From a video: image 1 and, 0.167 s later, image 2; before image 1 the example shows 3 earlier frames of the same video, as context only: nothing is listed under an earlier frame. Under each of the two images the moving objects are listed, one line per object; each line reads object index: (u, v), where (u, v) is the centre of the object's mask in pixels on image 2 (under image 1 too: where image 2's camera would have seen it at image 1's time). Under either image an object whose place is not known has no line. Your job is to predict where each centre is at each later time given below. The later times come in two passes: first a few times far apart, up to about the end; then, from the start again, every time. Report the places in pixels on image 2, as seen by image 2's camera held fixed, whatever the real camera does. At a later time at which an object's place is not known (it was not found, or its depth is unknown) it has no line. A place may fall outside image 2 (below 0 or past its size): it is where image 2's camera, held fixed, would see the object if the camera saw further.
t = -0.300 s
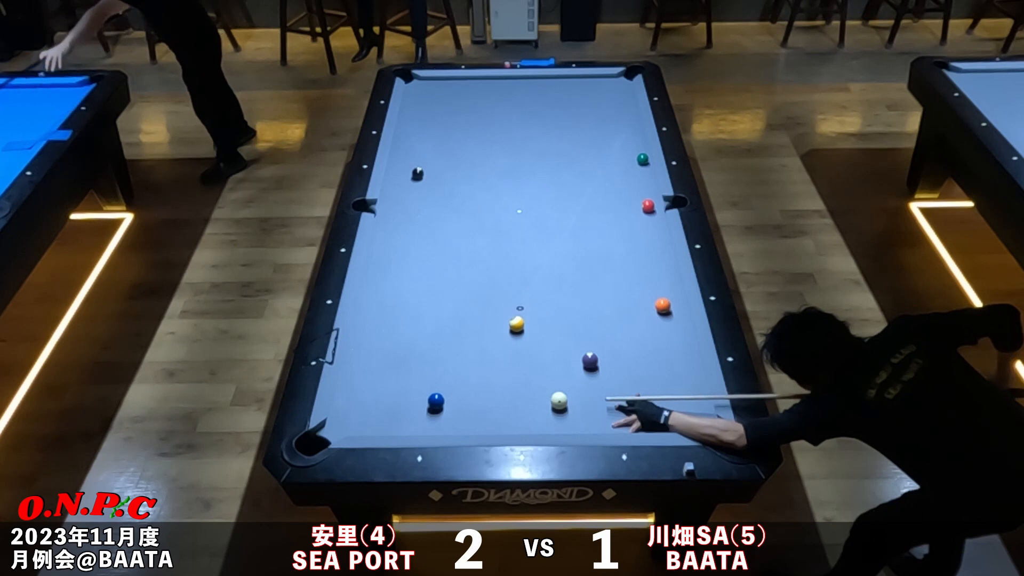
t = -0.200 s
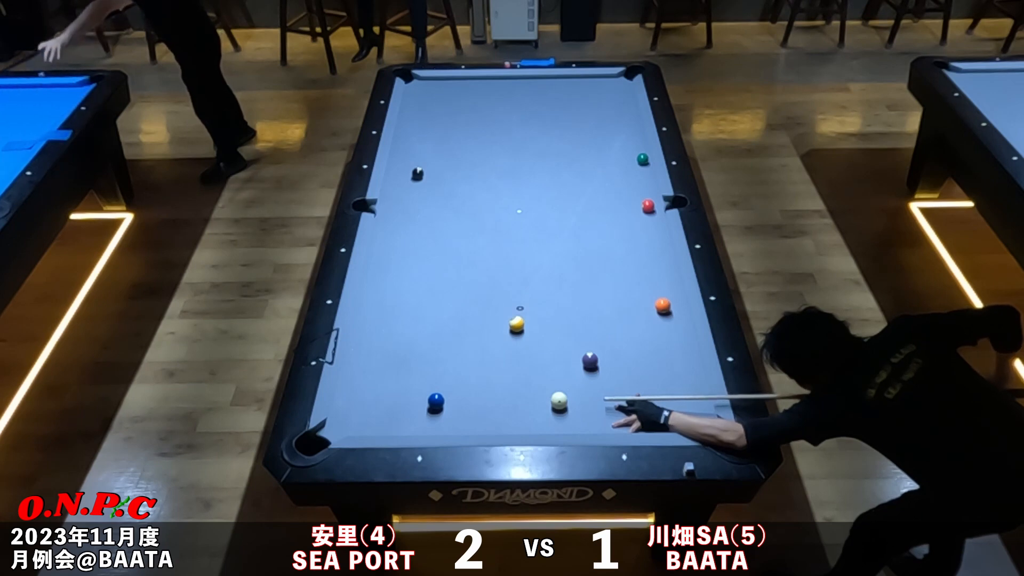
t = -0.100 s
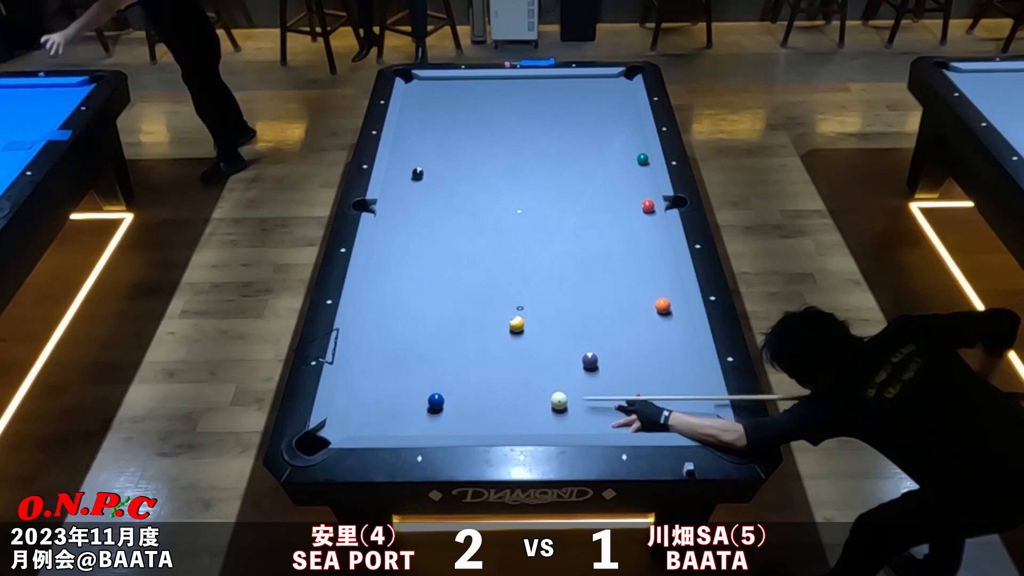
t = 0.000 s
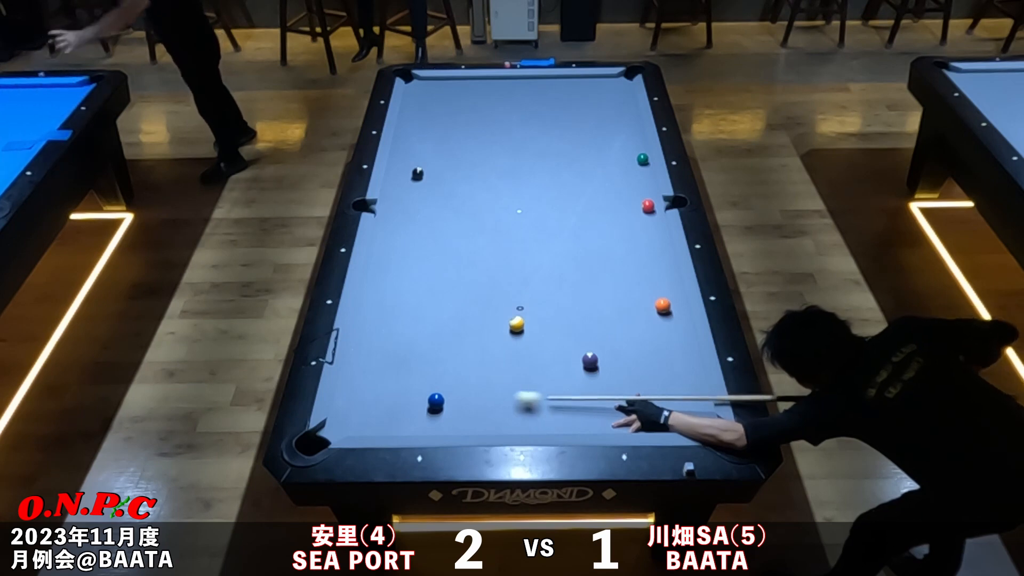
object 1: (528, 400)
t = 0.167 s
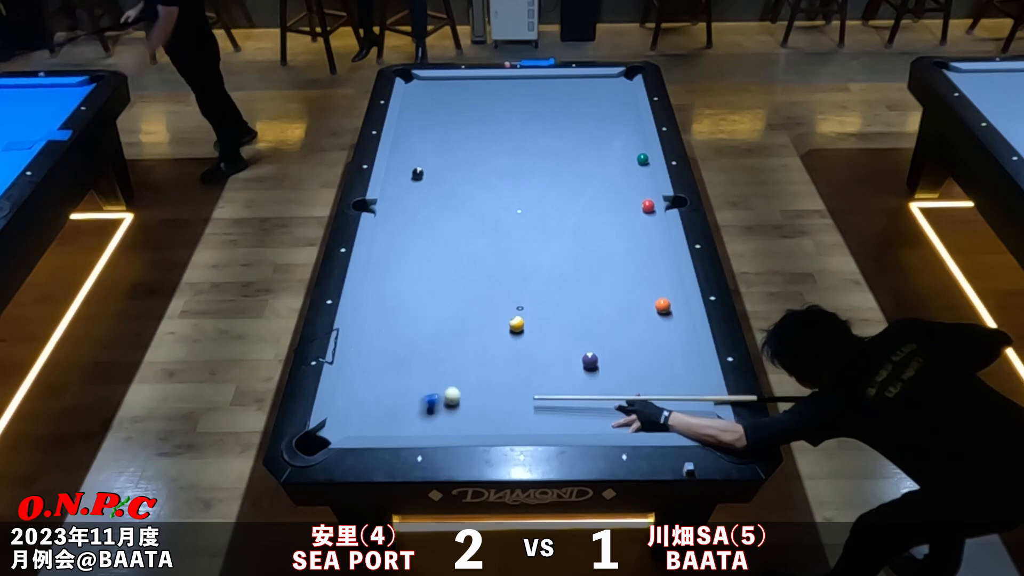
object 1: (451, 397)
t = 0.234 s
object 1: (447, 390)
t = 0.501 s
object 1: (413, 368)
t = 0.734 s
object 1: (385, 350)
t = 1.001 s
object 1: (356, 332)
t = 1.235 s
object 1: (373, 317)
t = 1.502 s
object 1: (394, 301)
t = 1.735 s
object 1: (410, 289)
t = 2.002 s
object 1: (426, 276)
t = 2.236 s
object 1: (440, 266)
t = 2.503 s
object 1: (453, 255)
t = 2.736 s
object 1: (464, 247)
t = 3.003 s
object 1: (475, 238)
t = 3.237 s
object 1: (483, 232)
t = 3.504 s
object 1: (492, 225)
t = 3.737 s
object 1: (499, 220)
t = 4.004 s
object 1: (506, 215)
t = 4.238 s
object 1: (511, 212)
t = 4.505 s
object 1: (516, 208)
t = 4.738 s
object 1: (519, 205)
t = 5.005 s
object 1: (522, 202)
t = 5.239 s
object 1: (524, 201)
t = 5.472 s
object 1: (526, 200)
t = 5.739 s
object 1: (526, 199)
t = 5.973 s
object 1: (526, 199)
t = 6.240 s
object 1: (526, 199)
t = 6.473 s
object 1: (526, 199)
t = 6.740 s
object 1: (526, 199)
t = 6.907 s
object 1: (526, 199)
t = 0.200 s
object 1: (450, 394)
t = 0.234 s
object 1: (447, 390)
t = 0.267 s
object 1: (443, 387)
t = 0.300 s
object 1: (439, 384)
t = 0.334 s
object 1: (434, 381)
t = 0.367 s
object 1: (430, 379)
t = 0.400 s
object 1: (426, 376)
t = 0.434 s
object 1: (421, 373)
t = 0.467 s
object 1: (417, 370)
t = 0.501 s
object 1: (413, 368)
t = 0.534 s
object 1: (409, 365)
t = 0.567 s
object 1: (405, 363)
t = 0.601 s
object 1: (401, 360)
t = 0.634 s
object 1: (397, 358)
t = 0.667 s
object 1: (393, 355)
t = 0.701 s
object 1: (389, 353)
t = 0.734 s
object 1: (385, 350)
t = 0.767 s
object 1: (381, 348)
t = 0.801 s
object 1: (377, 345)
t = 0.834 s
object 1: (374, 343)
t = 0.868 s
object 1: (370, 341)
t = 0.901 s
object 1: (367, 338)
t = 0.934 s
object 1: (363, 336)
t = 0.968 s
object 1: (360, 334)
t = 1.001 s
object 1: (356, 332)
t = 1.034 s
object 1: (357, 330)
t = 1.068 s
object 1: (360, 327)
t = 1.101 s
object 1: (362, 325)
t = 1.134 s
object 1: (365, 323)
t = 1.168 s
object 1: (368, 321)
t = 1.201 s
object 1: (371, 319)
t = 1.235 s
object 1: (373, 317)
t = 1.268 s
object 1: (376, 314)
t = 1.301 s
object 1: (379, 312)
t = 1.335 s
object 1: (381, 311)
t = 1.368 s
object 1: (384, 308)
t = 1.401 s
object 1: (386, 307)
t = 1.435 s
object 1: (389, 304)
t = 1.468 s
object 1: (391, 303)
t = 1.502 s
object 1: (394, 301)
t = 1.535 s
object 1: (396, 299)
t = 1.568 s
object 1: (398, 297)
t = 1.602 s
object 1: (401, 296)
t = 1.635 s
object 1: (403, 294)
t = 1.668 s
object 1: (405, 292)
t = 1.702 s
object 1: (408, 290)
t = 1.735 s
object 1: (410, 289)
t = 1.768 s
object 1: (412, 287)
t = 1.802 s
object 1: (414, 285)
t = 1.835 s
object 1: (416, 284)
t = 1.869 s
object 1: (419, 282)
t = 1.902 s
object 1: (420, 281)
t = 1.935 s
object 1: (423, 279)
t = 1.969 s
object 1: (425, 277)
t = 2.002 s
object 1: (426, 276)
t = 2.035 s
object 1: (428, 274)
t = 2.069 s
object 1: (430, 273)
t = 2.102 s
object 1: (432, 271)
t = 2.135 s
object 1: (434, 270)
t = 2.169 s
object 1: (436, 268)
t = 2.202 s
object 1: (438, 267)
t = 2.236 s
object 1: (440, 266)
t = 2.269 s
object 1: (441, 264)
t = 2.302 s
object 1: (443, 263)
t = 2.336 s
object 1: (445, 262)
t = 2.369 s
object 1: (447, 260)
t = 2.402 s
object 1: (448, 259)
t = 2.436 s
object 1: (450, 258)
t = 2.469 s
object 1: (452, 256)
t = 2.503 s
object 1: (453, 255)
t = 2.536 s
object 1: (455, 254)
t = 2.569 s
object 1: (456, 253)
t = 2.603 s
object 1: (458, 251)
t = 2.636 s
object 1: (459, 250)
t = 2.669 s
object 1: (461, 249)
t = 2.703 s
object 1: (462, 248)
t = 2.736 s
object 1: (464, 247)
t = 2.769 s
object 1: (465, 246)
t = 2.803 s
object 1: (467, 245)
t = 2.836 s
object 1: (468, 244)
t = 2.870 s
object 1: (469, 243)
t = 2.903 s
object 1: (471, 241)
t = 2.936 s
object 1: (472, 240)
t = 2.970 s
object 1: (473, 239)
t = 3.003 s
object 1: (475, 238)
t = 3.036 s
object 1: (476, 237)
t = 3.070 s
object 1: (477, 236)
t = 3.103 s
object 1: (479, 236)
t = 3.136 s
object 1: (480, 234)
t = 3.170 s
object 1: (481, 234)
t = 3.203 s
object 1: (482, 233)
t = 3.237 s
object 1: (483, 232)
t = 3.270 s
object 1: (484, 231)
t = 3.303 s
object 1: (486, 230)
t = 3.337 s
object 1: (487, 229)
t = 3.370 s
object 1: (488, 228)
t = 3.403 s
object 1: (489, 227)
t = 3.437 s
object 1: (490, 227)
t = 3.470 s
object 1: (491, 226)
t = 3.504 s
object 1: (492, 225)
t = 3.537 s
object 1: (493, 224)
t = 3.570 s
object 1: (494, 224)
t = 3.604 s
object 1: (495, 223)
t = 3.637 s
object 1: (496, 222)
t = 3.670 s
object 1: (497, 221)
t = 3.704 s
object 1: (498, 221)
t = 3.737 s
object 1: (499, 220)
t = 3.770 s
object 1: (500, 220)
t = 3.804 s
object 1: (501, 219)
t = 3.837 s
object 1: (502, 218)
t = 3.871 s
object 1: (503, 218)
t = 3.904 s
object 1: (503, 217)
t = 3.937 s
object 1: (504, 216)
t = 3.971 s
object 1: (505, 216)
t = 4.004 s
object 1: (506, 215)
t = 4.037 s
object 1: (507, 215)
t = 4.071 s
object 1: (507, 214)
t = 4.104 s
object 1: (508, 213)
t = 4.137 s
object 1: (509, 213)
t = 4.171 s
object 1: (510, 213)
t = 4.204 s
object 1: (510, 212)
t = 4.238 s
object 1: (511, 212)
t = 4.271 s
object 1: (512, 211)
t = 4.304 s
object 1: (512, 210)
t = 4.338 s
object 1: (513, 210)
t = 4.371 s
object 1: (514, 209)
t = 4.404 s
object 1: (514, 209)
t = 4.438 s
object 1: (515, 209)
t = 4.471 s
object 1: (516, 208)
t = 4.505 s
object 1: (516, 208)
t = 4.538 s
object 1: (517, 207)
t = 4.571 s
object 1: (517, 207)
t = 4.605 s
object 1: (518, 206)
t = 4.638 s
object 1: (518, 206)
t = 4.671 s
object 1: (519, 206)
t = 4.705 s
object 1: (519, 205)
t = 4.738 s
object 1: (519, 205)
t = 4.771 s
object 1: (520, 204)
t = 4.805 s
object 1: (520, 204)
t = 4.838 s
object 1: (521, 204)
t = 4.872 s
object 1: (521, 203)
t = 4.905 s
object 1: (521, 203)
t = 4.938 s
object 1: (522, 203)
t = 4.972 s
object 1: (522, 202)
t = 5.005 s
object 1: (522, 202)
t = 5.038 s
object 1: (523, 202)
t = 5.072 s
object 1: (523, 202)
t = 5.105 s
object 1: (523, 202)
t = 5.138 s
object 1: (524, 201)
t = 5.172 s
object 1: (524, 201)
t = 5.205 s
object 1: (524, 201)
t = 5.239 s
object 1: (524, 201)
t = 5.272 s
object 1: (525, 201)
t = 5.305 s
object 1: (525, 200)
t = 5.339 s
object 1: (525, 200)
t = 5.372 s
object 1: (525, 200)
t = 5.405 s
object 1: (525, 200)
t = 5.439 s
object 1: (526, 200)
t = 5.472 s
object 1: (526, 200)
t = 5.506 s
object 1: (526, 200)
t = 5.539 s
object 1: (526, 200)
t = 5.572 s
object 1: (526, 199)
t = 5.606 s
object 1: (526, 199)
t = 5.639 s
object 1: (526, 199)
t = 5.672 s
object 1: (526, 199)
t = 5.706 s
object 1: (526, 199)
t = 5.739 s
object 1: (526, 199)
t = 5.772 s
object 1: (527, 199)
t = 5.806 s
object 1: (527, 199)
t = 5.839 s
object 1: (527, 199)
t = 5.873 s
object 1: (527, 199)
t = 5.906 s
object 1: (527, 199)
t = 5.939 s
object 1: (526, 199)
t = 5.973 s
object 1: (526, 199)
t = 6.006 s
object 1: (526, 199)
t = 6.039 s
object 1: (526, 199)
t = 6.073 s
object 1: (526, 199)
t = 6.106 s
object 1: (526, 199)
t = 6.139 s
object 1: (526, 199)
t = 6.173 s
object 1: (526, 199)
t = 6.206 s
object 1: (526, 199)
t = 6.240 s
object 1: (526, 199)
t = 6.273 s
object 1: (526, 199)
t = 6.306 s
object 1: (526, 199)
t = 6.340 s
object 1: (526, 199)
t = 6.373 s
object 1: (526, 199)
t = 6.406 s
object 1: (526, 199)
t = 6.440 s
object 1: (526, 199)
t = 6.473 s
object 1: (526, 199)
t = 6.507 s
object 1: (526, 199)
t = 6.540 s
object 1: (526, 199)
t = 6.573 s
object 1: (526, 199)
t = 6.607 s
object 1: (526, 199)
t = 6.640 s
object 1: (526, 199)
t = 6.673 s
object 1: (526, 199)
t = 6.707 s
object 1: (526, 199)
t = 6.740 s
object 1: (526, 199)
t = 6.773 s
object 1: (526, 199)
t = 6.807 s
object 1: (526, 199)
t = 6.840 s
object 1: (526, 199)
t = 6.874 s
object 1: (526, 199)
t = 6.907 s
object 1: (526, 199)
